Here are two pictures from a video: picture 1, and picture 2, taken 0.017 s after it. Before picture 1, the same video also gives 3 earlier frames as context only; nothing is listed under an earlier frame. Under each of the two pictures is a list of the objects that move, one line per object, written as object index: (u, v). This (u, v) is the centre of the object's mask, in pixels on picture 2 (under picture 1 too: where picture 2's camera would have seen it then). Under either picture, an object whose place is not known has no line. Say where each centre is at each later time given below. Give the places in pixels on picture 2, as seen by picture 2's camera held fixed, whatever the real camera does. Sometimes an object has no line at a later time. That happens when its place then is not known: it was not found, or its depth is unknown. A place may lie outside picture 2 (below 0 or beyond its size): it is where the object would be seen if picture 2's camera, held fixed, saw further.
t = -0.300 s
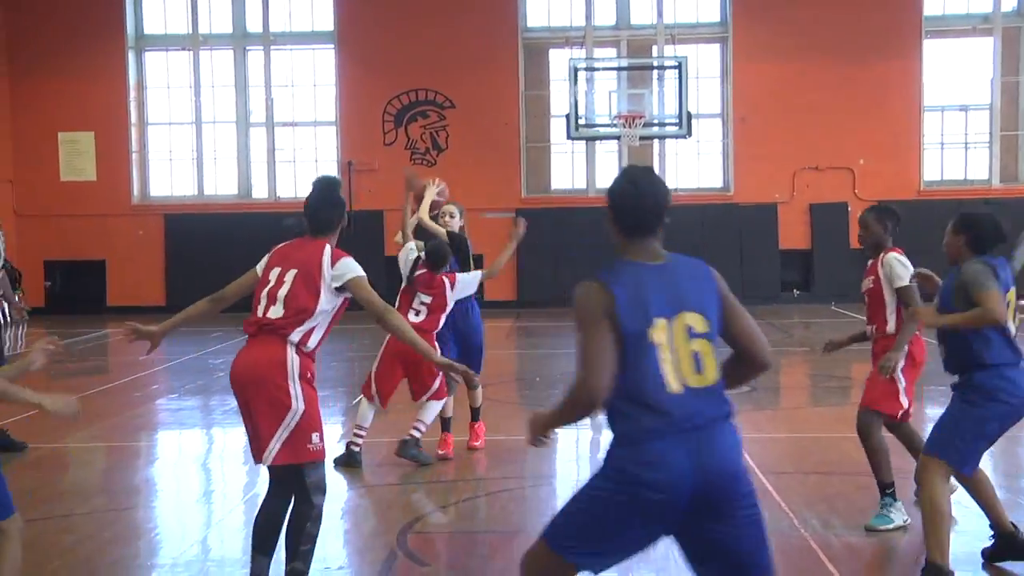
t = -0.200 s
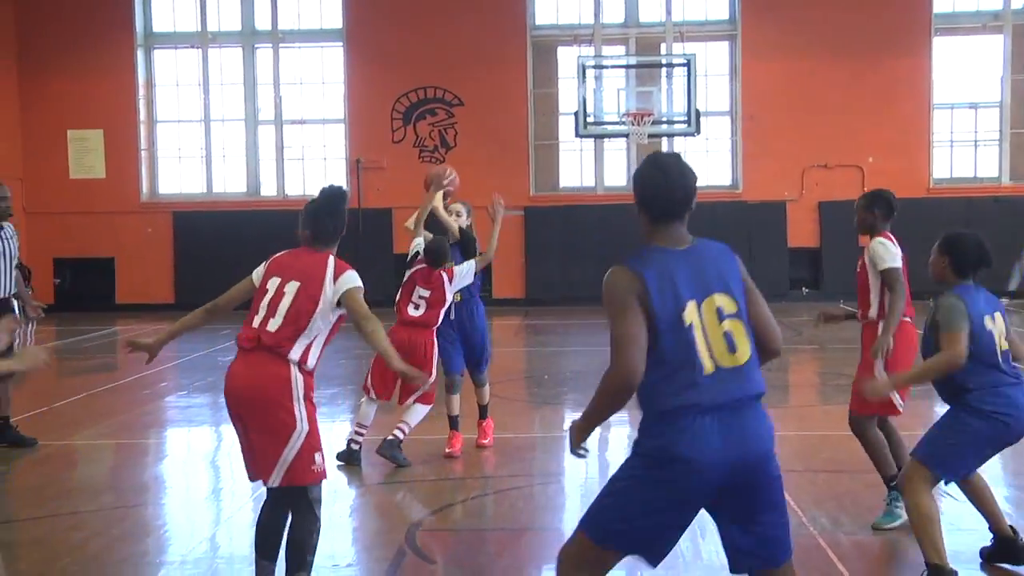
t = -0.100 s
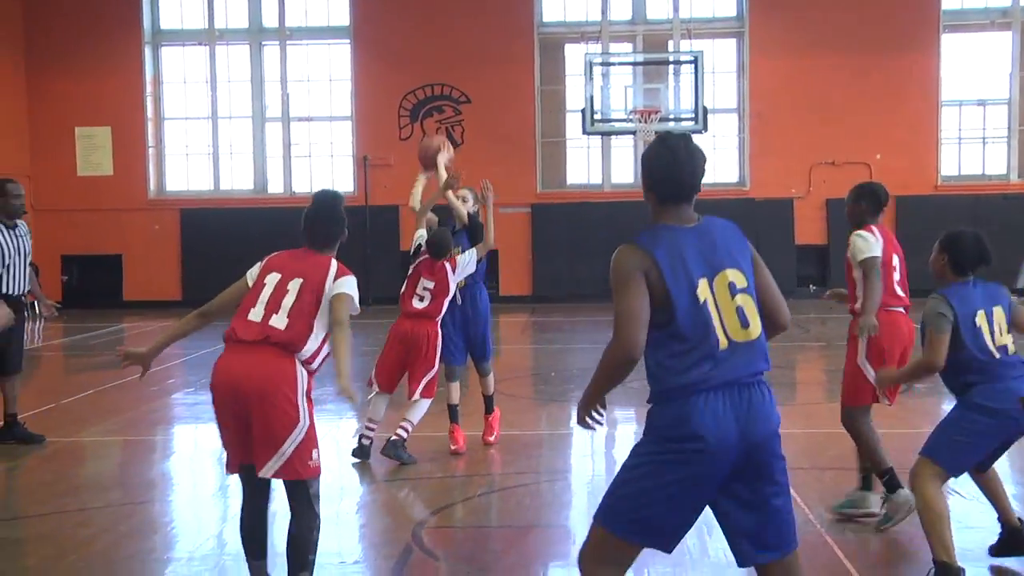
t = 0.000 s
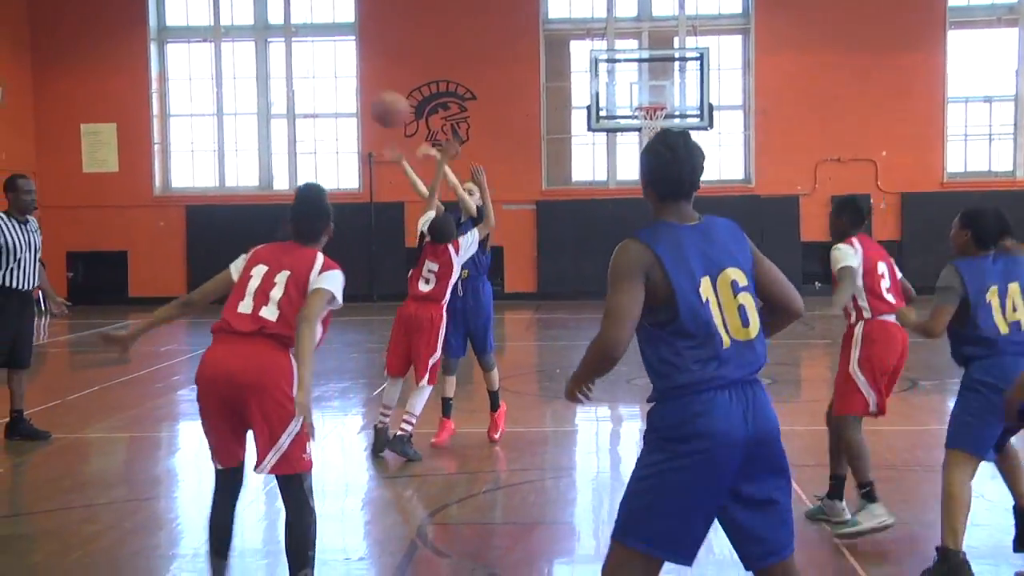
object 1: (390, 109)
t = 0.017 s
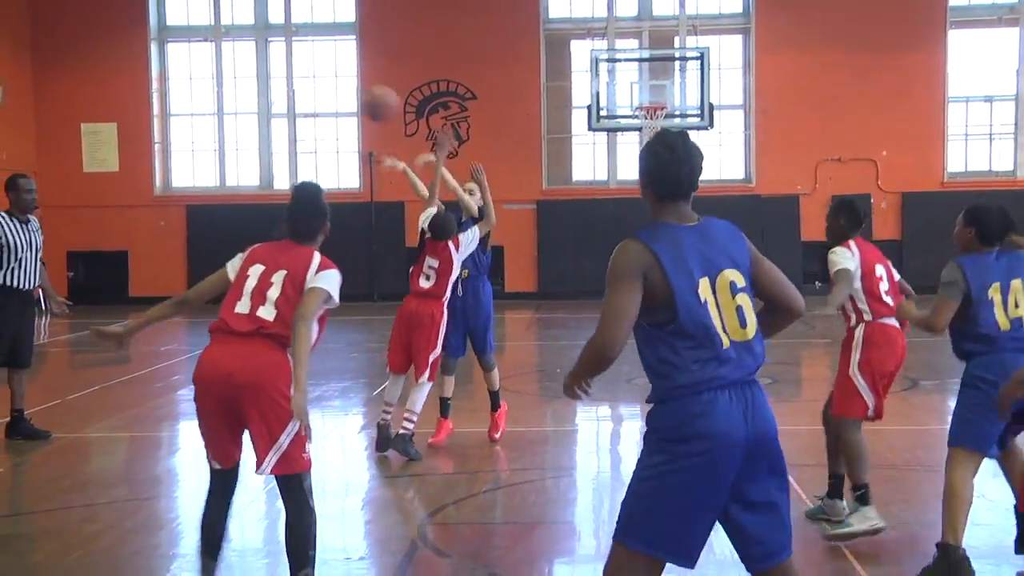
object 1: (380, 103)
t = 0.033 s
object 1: (372, 98)
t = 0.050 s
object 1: (362, 95)
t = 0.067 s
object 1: (349, 89)
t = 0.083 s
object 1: (337, 85)
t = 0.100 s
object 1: (325, 81)
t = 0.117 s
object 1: (314, 78)
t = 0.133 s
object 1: (302, 75)
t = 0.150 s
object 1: (292, 71)
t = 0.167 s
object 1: (278, 71)
